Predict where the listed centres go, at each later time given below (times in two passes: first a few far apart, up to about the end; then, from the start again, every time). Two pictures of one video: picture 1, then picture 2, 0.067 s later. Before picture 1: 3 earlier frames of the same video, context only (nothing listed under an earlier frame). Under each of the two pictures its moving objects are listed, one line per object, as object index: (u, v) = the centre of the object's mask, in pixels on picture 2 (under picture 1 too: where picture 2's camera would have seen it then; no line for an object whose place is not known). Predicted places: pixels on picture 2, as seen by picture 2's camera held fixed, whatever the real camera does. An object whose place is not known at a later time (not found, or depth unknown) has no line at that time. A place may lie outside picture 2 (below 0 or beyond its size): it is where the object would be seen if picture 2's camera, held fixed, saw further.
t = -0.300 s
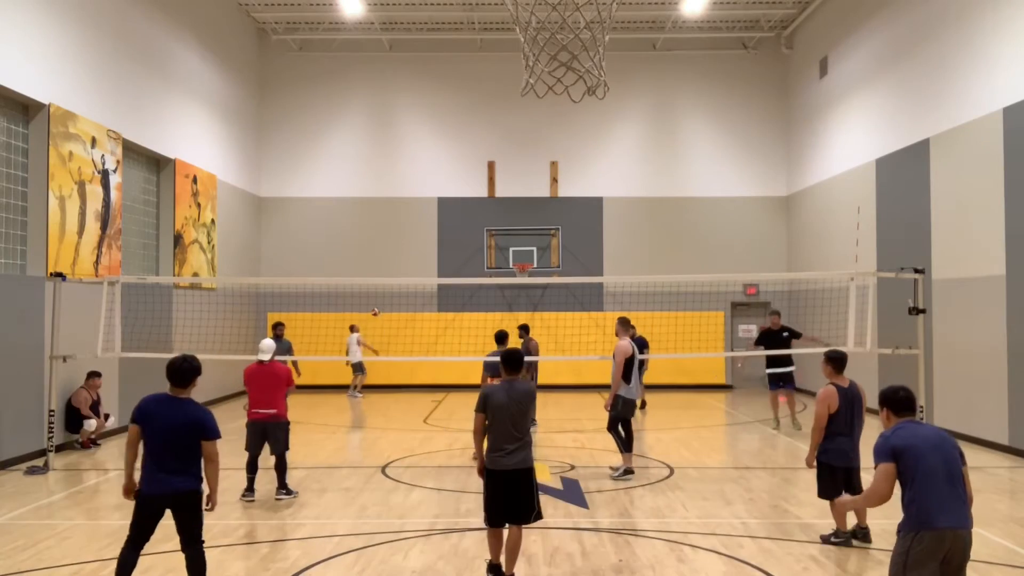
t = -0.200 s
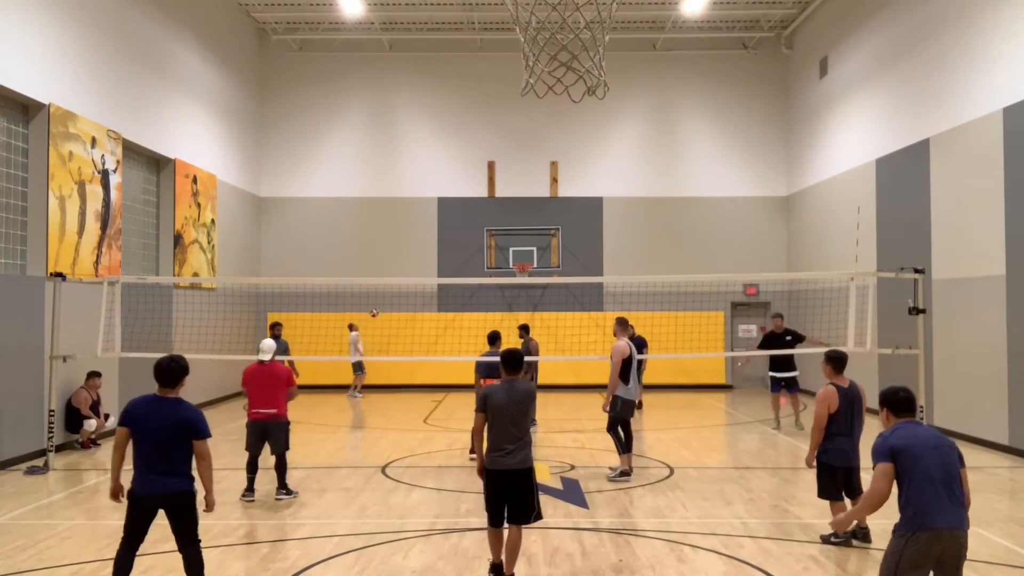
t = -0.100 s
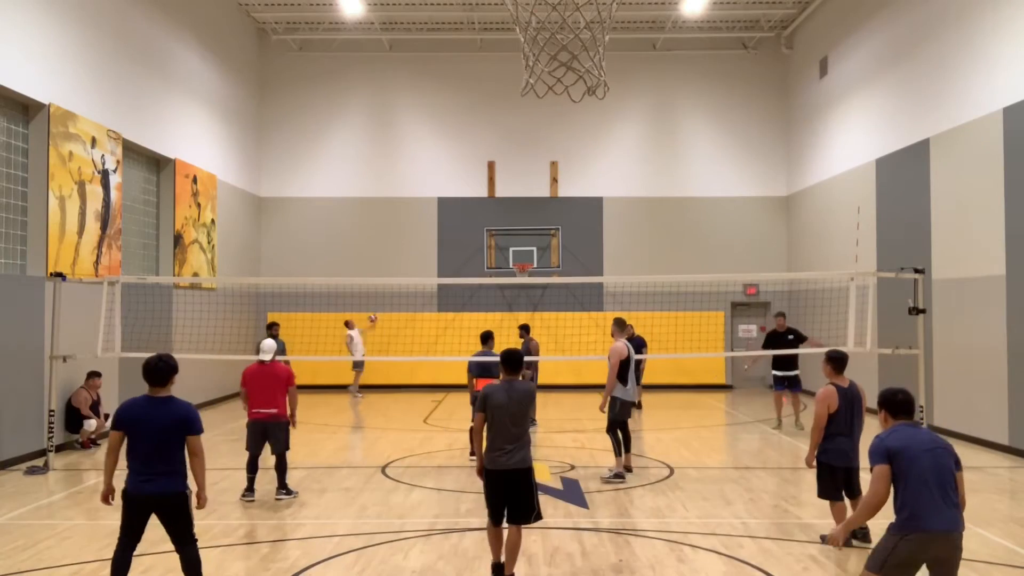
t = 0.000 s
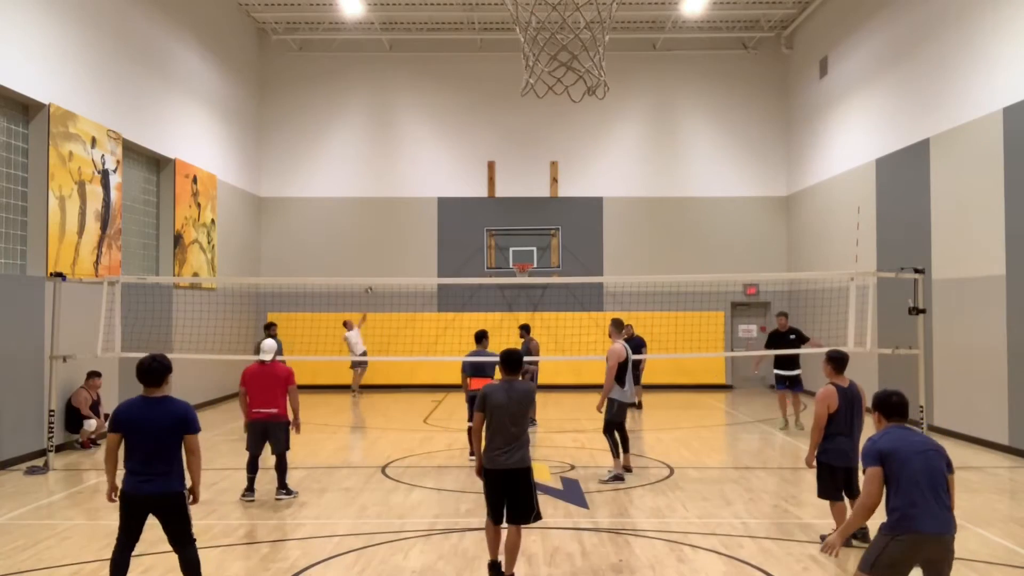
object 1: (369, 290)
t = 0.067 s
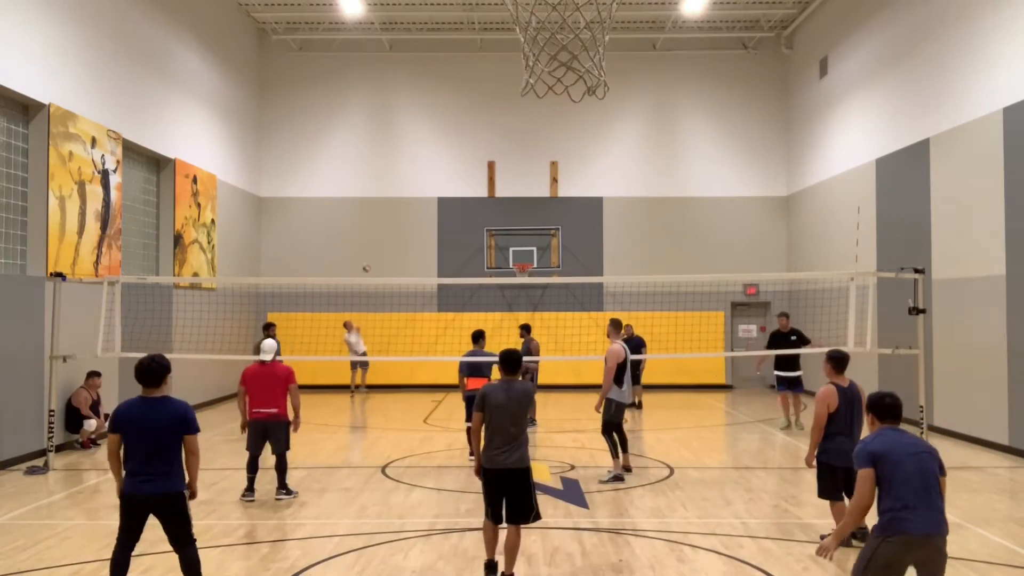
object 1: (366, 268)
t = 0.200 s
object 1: (360, 226)
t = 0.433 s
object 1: (347, 163)
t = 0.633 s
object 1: (334, 124)
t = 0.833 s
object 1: (318, 106)
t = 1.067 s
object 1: (292, 123)
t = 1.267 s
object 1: (260, 197)
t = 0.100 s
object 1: (364, 256)
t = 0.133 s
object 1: (363, 246)
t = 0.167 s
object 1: (362, 235)
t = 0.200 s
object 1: (360, 226)
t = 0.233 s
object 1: (358, 216)
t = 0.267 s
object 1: (357, 207)
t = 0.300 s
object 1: (355, 197)
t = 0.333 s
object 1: (353, 189)
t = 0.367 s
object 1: (352, 179)
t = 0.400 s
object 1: (350, 172)
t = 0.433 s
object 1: (347, 163)
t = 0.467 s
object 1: (346, 156)
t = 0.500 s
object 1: (344, 149)
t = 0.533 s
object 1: (341, 143)
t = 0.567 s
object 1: (339, 135)
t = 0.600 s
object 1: (336, 130)
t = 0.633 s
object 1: (334, 124)
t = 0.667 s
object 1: (331, 119)
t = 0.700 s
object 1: (329, 115)
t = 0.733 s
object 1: (326, 112)
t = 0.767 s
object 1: (324, 109)
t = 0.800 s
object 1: (321, 107)
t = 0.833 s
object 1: (318, 106)
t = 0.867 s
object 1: (314, 105)
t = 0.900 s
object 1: (312, 105)
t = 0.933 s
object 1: (308, 107)
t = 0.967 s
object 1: (305, 109)
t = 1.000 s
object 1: (300, 113)
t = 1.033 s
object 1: (297, 117)
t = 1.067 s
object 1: (292, 123)
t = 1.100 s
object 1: (288, 131)
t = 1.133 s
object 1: (283, 141)
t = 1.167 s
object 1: (279, 152)
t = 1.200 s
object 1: (272, 164)
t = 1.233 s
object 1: (267, 178)
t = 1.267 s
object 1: (260, 197)
